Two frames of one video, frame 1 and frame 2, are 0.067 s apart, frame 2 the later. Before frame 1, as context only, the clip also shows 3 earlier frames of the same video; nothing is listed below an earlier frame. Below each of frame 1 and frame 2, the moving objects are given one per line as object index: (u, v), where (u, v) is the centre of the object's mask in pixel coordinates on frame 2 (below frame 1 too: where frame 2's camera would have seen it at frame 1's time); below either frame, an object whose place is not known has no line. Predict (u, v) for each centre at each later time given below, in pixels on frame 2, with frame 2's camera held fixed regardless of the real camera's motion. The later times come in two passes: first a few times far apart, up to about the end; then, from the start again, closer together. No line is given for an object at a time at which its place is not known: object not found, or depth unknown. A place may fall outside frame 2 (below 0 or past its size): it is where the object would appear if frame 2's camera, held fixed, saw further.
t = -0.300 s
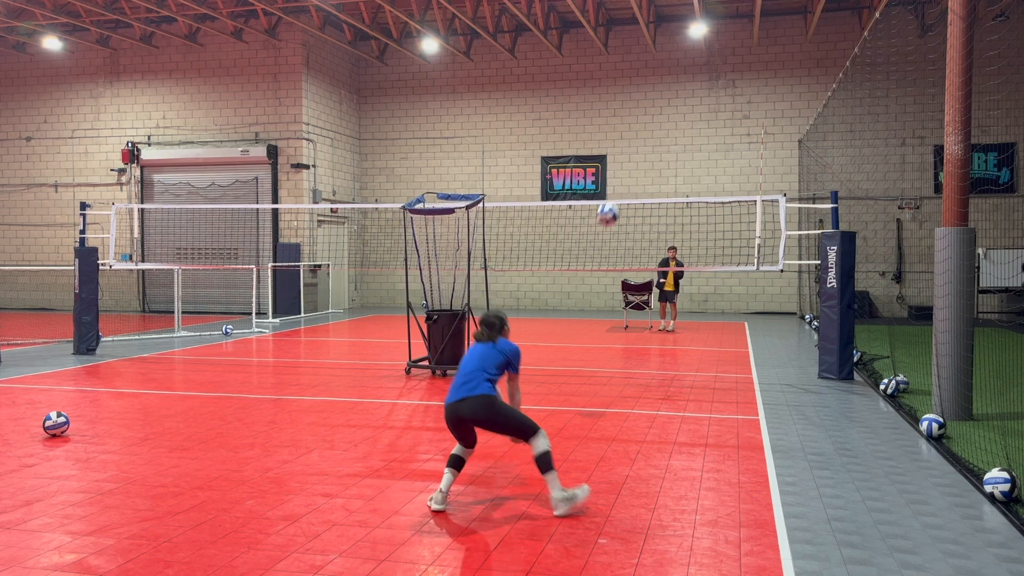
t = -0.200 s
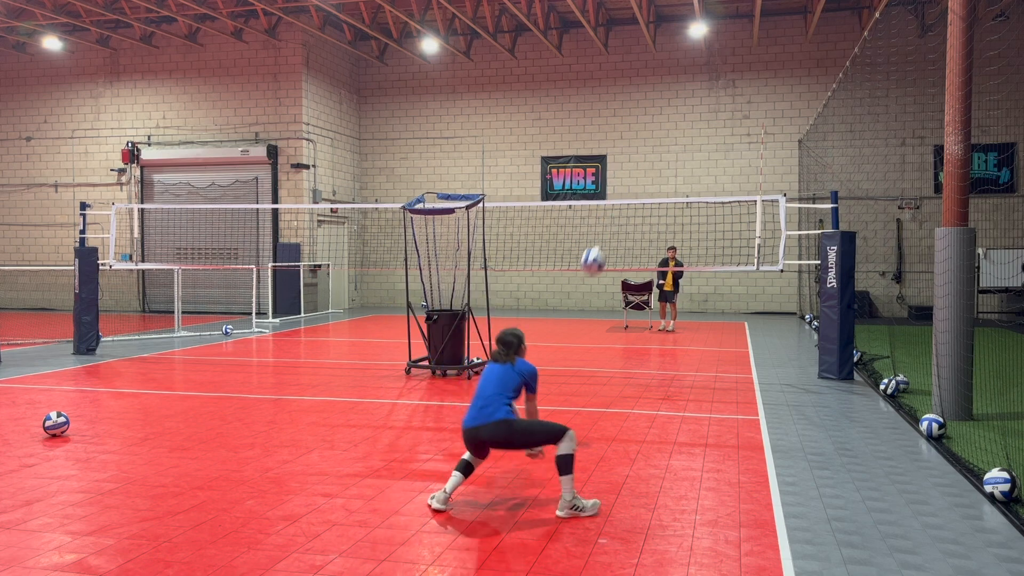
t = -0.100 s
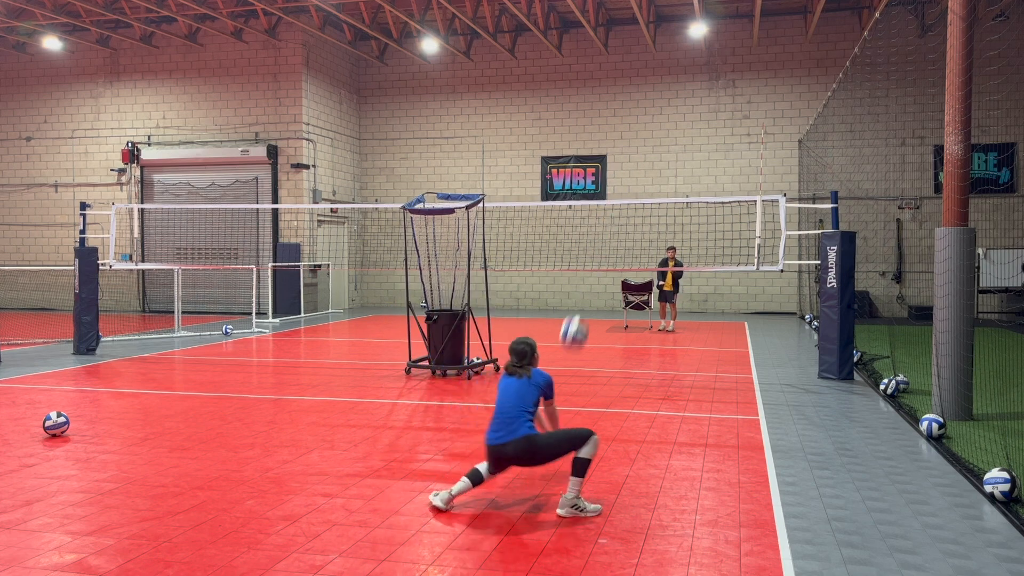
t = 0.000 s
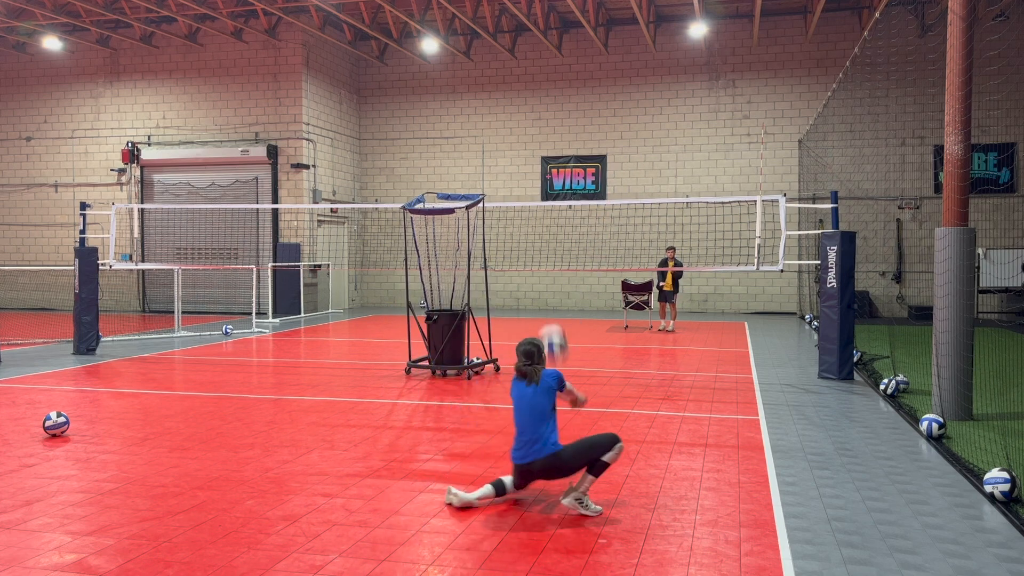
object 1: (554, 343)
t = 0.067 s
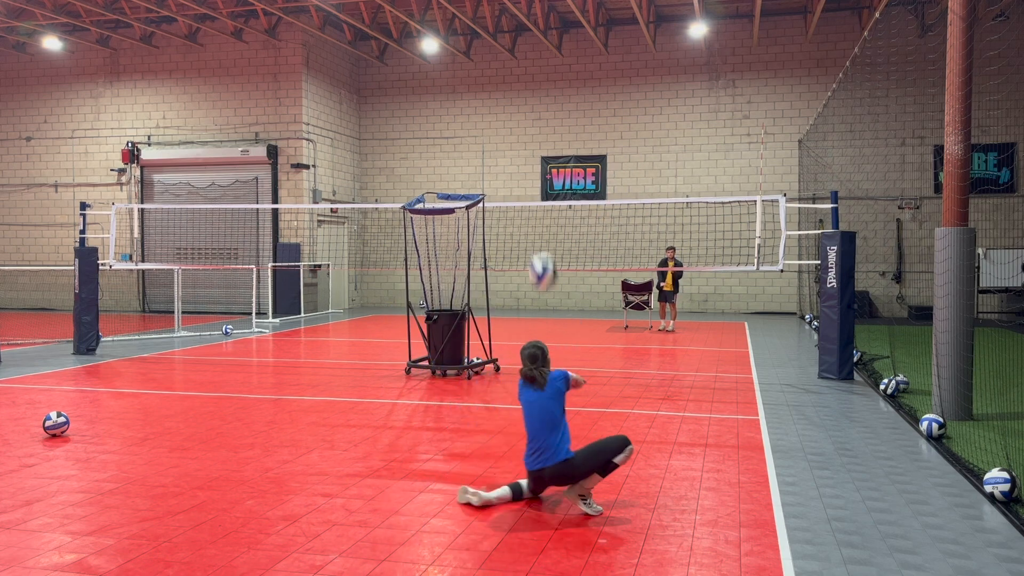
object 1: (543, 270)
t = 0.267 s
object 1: (515, 117)
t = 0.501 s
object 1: (487, 30)
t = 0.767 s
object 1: (462, 16)
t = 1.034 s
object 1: (443, 65)
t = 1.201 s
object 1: (432, 119)
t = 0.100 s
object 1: (538, 239)
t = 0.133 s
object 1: (533, 209)
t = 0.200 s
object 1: (524, 158)
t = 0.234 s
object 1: (519, 136)
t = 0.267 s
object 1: (515, 117)
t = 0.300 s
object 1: (510, 99)
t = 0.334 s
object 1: (507, 83)
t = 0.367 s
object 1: (502, 69)
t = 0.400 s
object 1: (498, 57)
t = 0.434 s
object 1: (495, 47)
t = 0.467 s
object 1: (491, 38)
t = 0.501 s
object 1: (487, 30)
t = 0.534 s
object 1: (483, 24)
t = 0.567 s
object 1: (480, 19)
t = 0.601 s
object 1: (477, 16)
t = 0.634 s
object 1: (474, 14)
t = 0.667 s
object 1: (471, 13)
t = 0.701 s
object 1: (468, 12)
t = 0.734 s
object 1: (465, 13)
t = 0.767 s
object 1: (462, 16)
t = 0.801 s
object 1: (460, 19)
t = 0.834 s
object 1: (457, 23)
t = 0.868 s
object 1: (454, 28)
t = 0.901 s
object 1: (452, 33)
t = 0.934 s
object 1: (450, 40)
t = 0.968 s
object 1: (447, 47)
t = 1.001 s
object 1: (445, 55)
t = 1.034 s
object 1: (443, 65)
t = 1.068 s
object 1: (441, 74)
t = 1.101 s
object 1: (438, 85)
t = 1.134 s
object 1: (436, 95)
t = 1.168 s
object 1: (435, 107)
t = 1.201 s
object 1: (432, 119)
